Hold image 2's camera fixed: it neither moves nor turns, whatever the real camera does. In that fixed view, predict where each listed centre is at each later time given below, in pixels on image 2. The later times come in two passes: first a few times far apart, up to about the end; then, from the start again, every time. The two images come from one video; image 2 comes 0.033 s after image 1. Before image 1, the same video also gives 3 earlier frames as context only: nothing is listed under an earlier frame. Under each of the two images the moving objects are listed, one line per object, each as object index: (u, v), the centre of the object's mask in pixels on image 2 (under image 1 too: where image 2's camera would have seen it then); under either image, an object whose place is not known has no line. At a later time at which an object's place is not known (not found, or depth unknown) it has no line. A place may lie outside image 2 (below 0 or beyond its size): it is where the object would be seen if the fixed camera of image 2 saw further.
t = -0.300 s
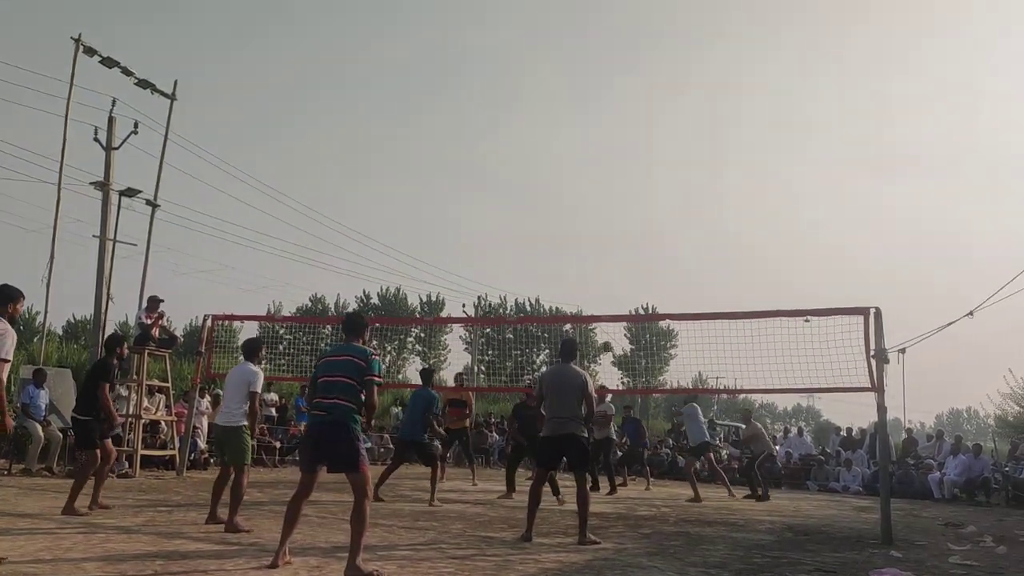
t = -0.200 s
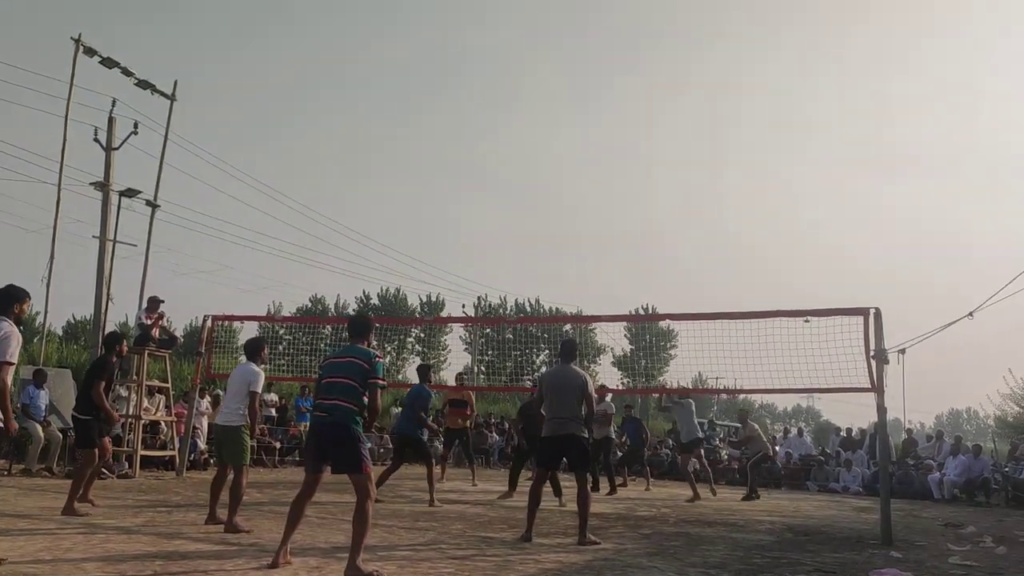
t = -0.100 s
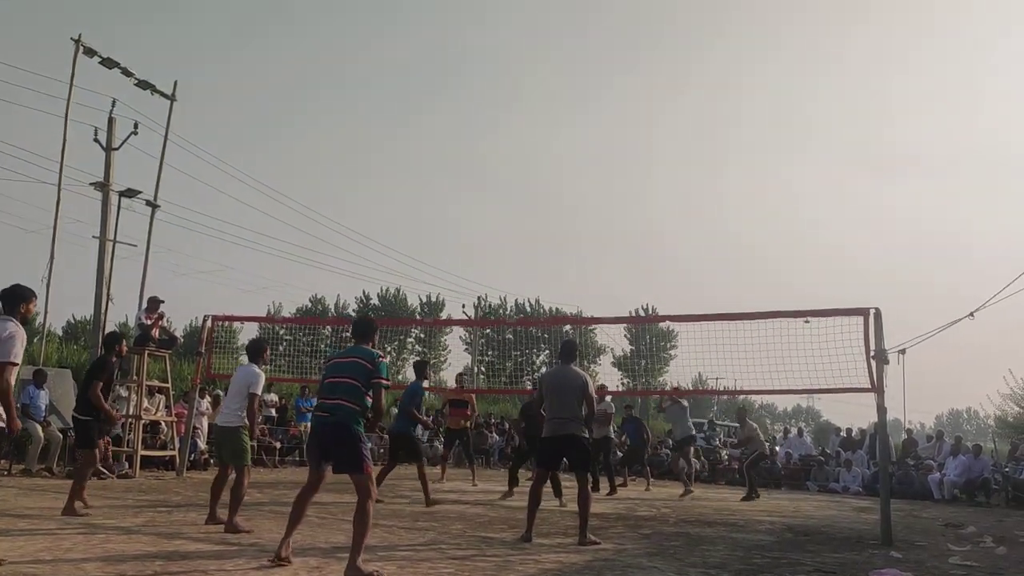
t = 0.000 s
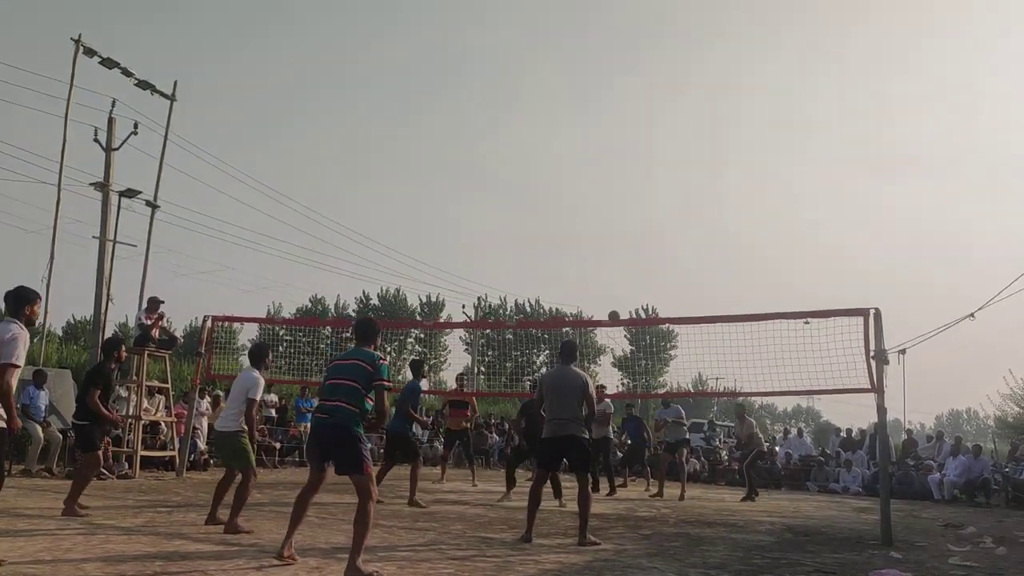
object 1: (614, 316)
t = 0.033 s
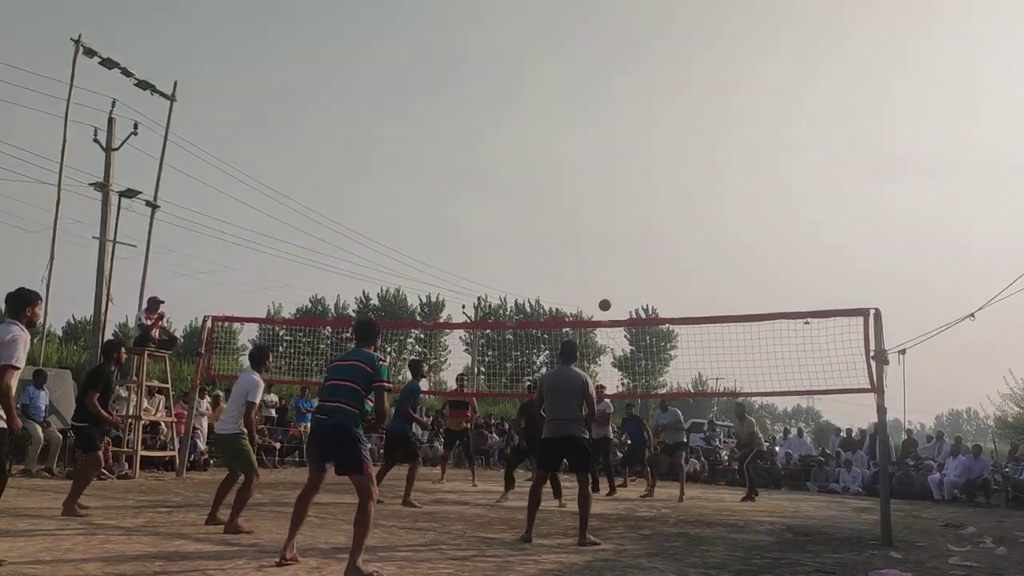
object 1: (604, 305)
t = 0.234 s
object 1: (545, 245)
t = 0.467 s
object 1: (459, 198)
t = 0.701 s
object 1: (337, 191)
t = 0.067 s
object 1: (595, 294)
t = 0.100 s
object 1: (586, 283)
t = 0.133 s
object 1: (576, 273)
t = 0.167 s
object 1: (566, 263)
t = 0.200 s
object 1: (556, 254)
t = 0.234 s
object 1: (545, 245)
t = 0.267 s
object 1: (534, 236)
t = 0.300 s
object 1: (523, 228)
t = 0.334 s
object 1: (512, 221)
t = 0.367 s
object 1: (499, 214)
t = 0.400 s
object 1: (487, 208)
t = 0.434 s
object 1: (473, 203)
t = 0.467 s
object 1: (459, 198)
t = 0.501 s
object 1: (445, 194)
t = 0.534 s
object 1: (429, 190)
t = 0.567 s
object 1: (413, 188)
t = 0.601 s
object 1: (396, 187)
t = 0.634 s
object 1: (378, 188)
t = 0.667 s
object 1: (358, 189)
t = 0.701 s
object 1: (337, 191)
